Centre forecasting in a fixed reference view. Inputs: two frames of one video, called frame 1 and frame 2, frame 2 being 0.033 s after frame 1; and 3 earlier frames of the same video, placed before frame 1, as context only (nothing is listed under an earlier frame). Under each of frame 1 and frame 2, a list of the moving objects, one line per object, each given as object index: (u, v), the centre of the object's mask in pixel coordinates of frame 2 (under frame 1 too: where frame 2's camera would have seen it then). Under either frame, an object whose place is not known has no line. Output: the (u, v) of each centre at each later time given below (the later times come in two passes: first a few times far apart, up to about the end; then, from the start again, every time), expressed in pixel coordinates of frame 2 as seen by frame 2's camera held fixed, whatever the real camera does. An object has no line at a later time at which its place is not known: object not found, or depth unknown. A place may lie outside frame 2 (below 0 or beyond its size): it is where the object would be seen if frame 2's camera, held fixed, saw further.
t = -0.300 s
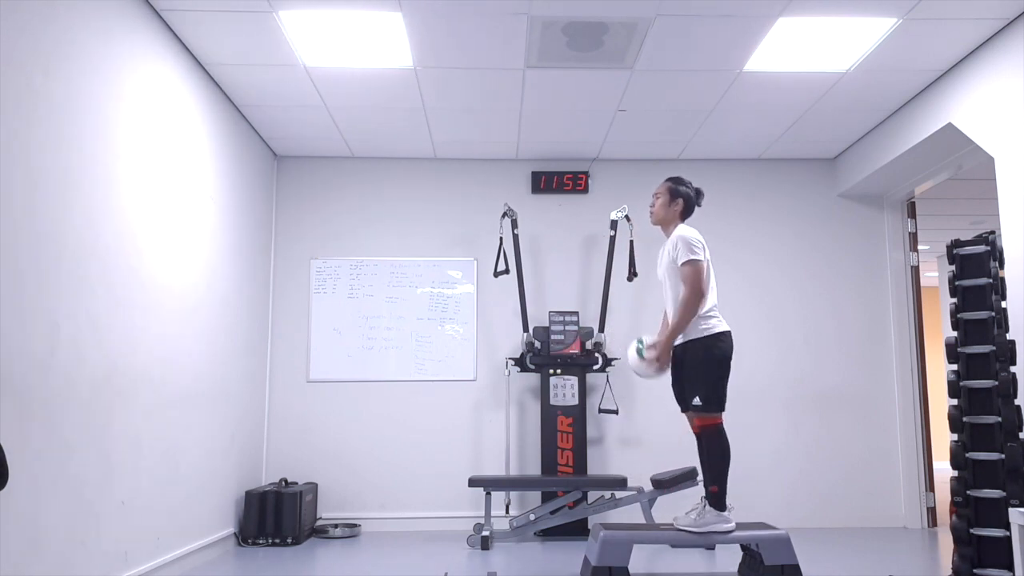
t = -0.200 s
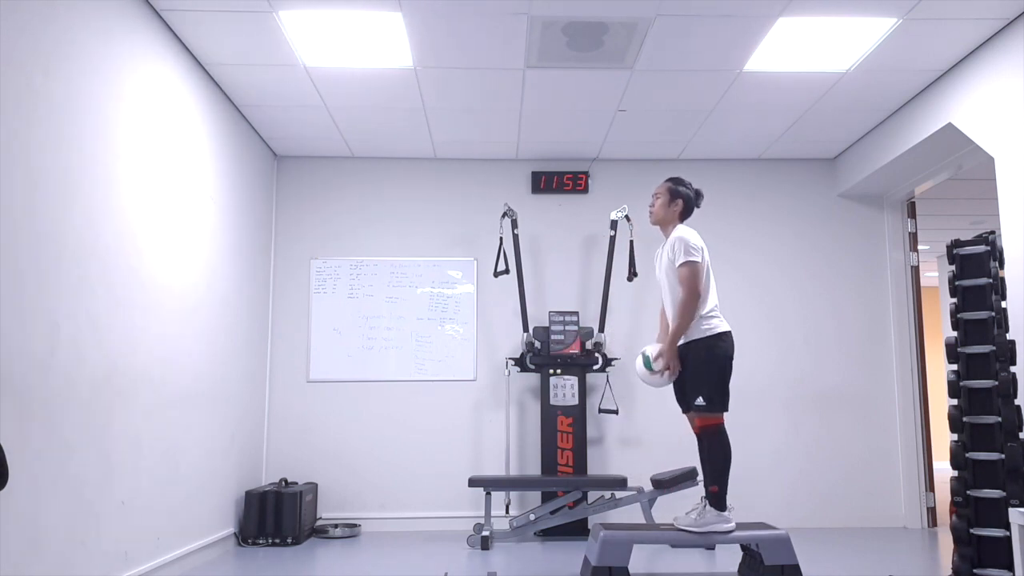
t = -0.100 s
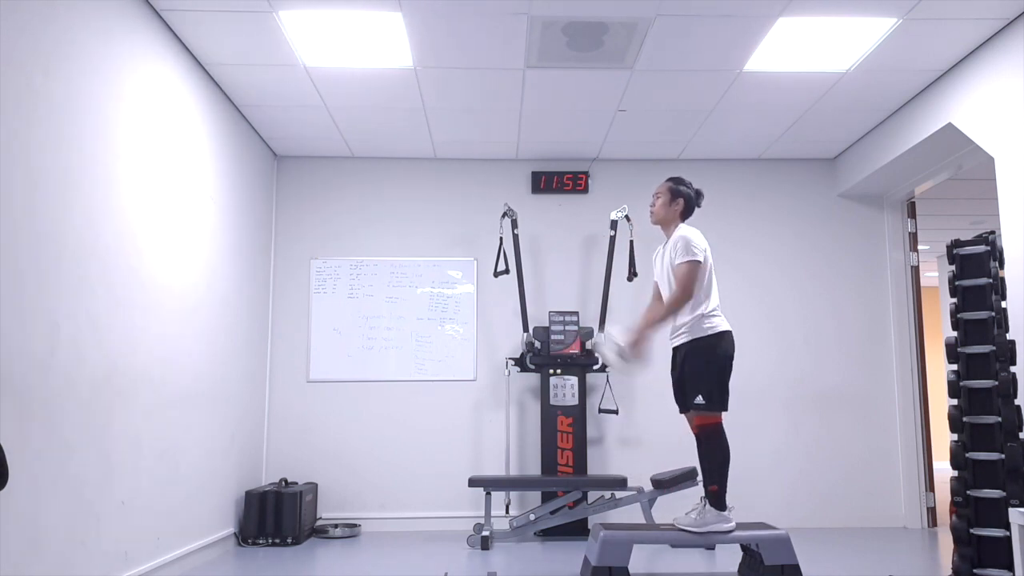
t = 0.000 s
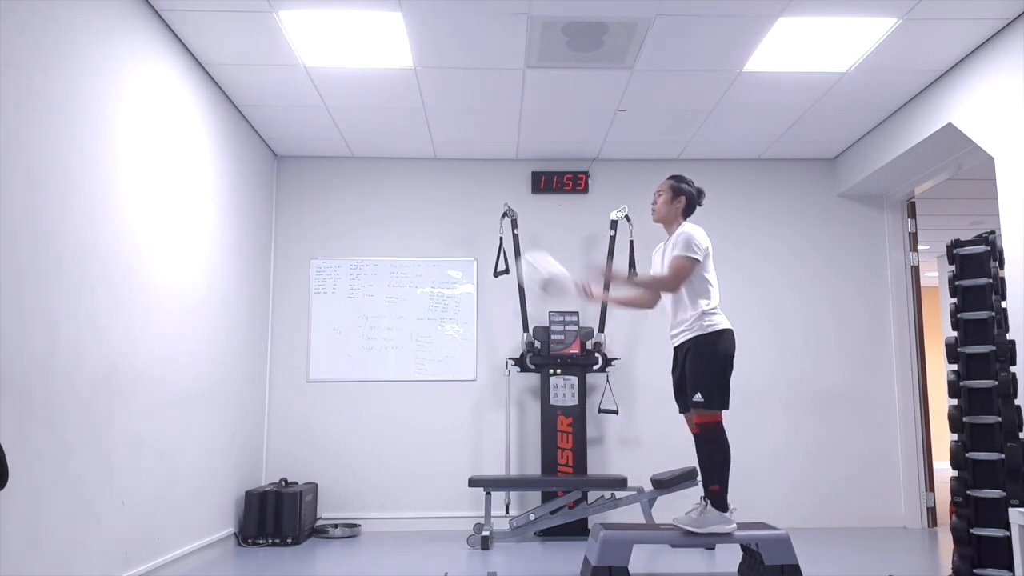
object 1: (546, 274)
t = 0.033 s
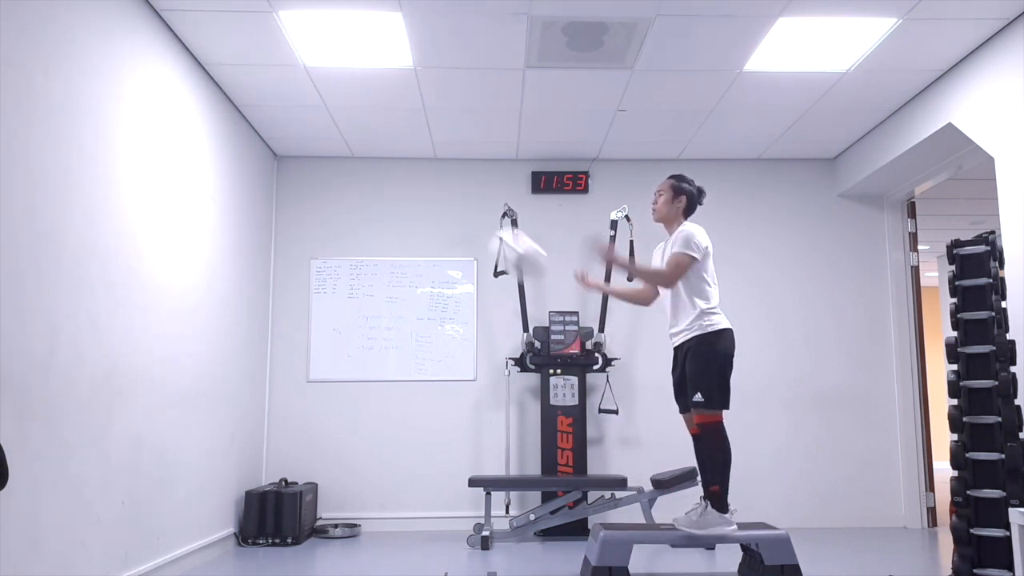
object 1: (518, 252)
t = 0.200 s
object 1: (388, 167)
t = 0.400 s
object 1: (229, 128)
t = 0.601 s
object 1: (245, 158)
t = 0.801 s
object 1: (368, 274)
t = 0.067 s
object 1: (490, 229)
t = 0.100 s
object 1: (466, 213)
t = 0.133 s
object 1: (440, 195)
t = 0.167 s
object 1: (414, 180)
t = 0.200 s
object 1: (388, 167)
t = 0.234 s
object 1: (361, 155)
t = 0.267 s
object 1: (334, 144)
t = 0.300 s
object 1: (309, 137)
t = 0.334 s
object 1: (284, 132)
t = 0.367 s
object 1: (257, 127)
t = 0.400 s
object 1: (229, 128)
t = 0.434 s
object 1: (204, 129)
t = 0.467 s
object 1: (168, 136)
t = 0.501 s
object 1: (186, 137)
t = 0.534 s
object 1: (206, 142)
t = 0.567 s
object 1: (225, 149)
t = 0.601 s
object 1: (245, 158)
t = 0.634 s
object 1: (263, 171)
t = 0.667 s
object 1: (282, 186)
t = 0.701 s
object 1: (303, 203)
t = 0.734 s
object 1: (324, 224)
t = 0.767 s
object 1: (346, 244)
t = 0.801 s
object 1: (368, 274)
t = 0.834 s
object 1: (387, 304)
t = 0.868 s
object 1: (408, 334)
